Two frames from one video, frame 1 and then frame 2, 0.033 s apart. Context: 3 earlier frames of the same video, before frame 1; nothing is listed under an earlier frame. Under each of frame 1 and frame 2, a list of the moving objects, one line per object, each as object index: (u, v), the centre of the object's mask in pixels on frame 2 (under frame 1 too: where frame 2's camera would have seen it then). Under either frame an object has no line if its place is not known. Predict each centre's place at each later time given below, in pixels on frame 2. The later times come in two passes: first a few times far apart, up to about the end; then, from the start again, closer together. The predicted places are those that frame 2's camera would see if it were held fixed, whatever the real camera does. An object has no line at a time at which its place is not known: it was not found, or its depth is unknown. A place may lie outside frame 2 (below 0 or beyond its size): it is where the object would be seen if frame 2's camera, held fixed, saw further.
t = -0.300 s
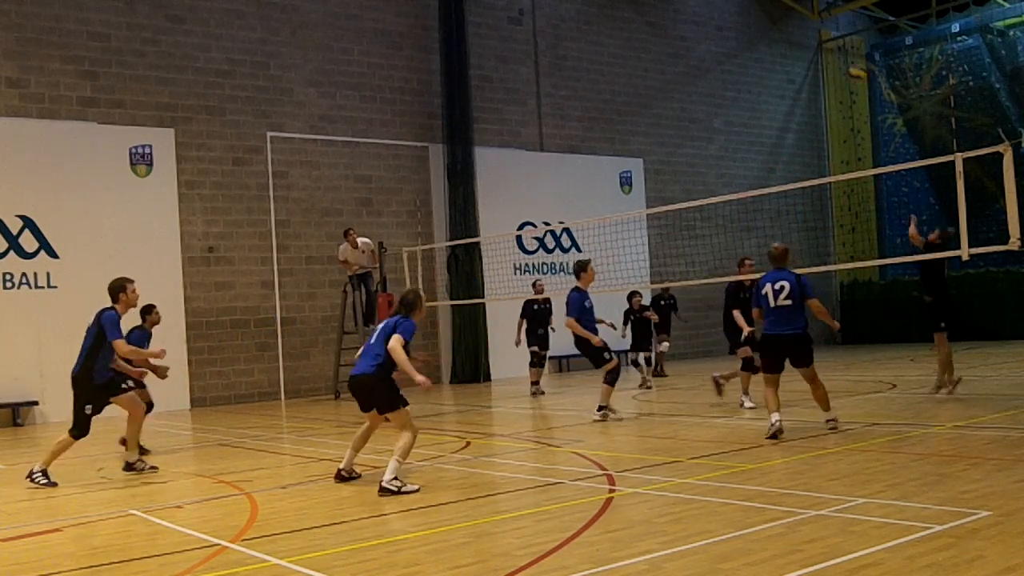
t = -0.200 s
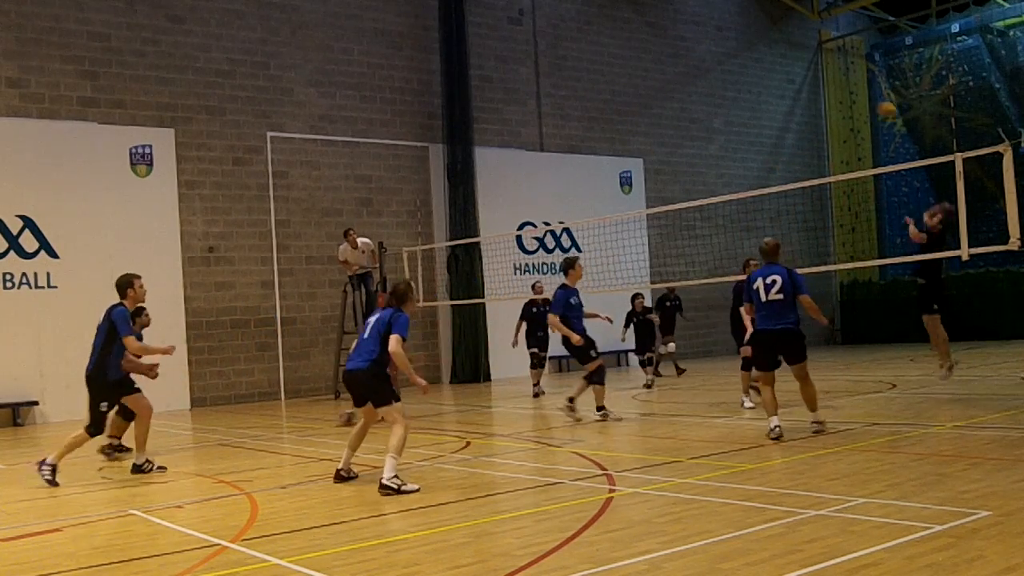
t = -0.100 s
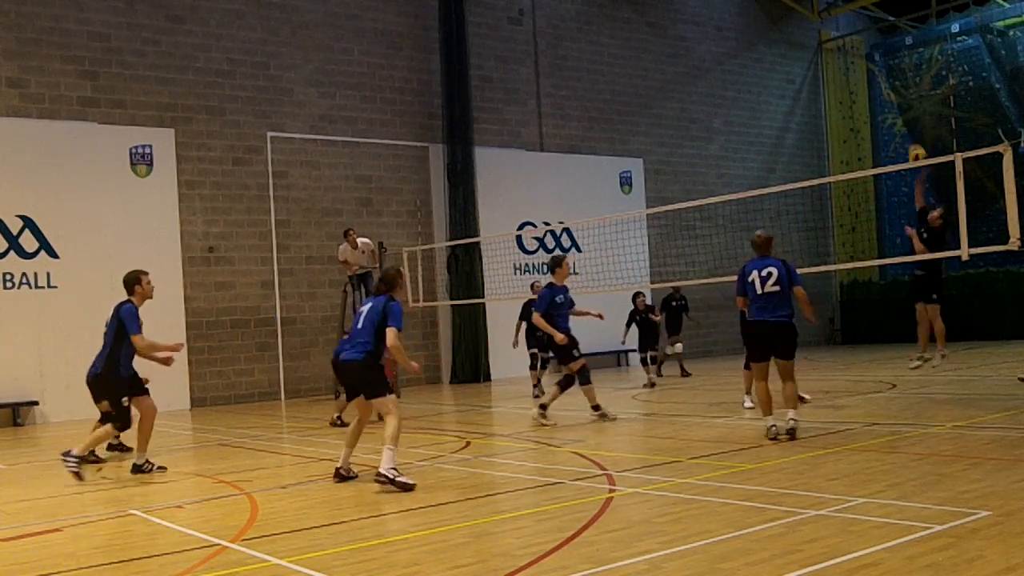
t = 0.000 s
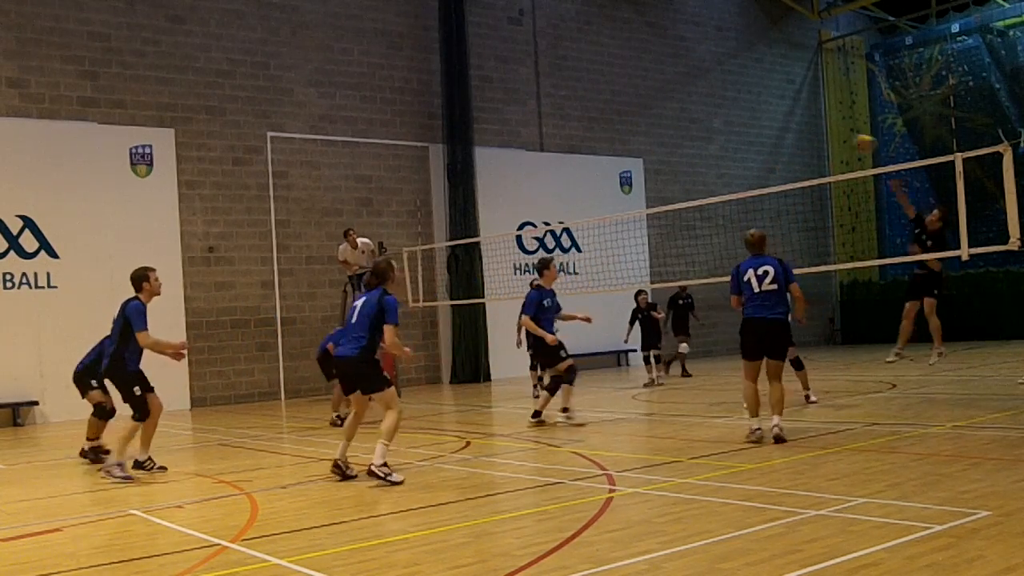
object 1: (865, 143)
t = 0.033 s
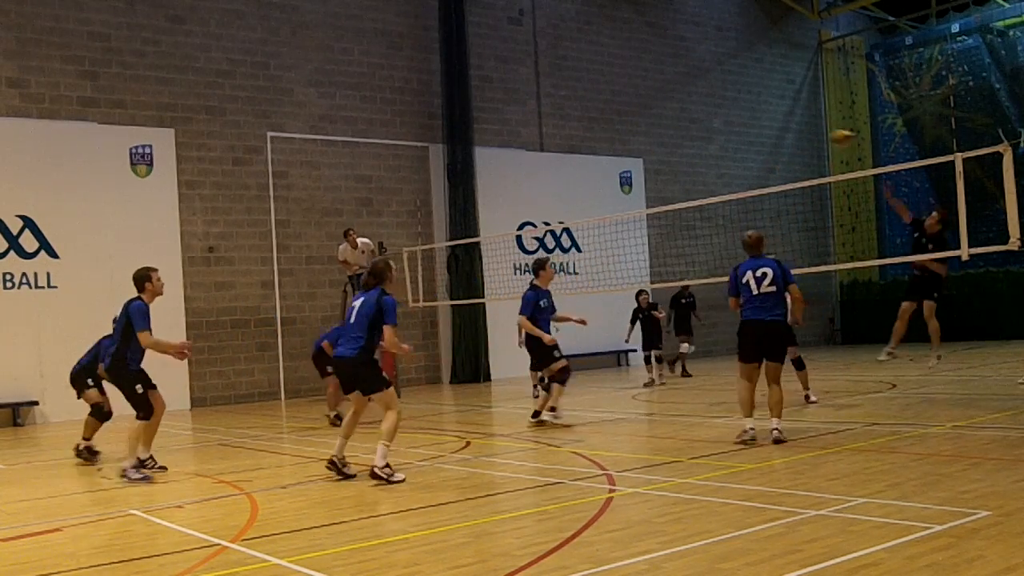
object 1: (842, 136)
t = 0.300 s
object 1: (668, 139)
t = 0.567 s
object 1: (498, 205)
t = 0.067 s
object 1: (821, 133)
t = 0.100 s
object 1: (799, 132)
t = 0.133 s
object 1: (777, 130)
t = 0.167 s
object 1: (757, 130)
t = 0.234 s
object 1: (711, 133)
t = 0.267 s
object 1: (690, 135)
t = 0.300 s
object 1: (668, 139)
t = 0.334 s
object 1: (646, 142)
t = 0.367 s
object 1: (627, 147)
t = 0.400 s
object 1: (605, 154)
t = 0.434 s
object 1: (583, 162)
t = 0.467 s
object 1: (562, 171)
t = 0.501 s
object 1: (540, 181)
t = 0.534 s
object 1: (519, 192)
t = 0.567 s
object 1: (498, 205)
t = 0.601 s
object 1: (475, 220)
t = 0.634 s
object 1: (455, 232)
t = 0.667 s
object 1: (431, 251)
